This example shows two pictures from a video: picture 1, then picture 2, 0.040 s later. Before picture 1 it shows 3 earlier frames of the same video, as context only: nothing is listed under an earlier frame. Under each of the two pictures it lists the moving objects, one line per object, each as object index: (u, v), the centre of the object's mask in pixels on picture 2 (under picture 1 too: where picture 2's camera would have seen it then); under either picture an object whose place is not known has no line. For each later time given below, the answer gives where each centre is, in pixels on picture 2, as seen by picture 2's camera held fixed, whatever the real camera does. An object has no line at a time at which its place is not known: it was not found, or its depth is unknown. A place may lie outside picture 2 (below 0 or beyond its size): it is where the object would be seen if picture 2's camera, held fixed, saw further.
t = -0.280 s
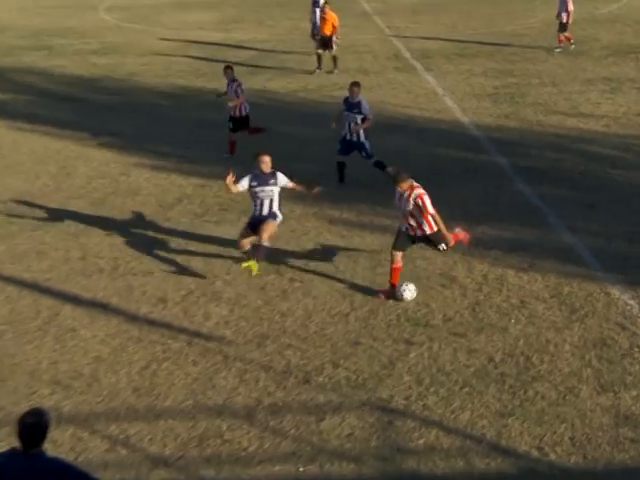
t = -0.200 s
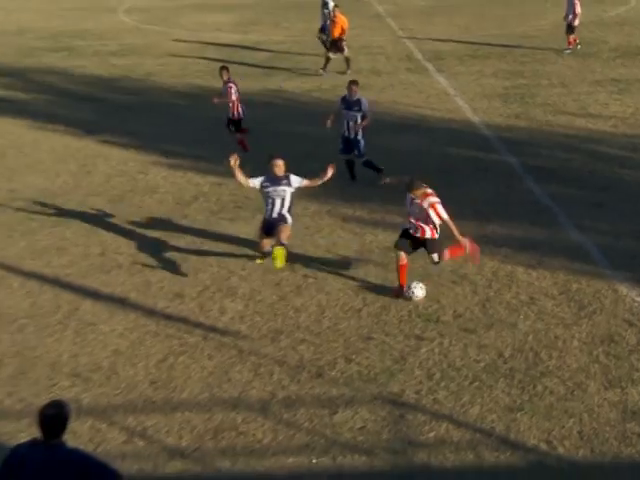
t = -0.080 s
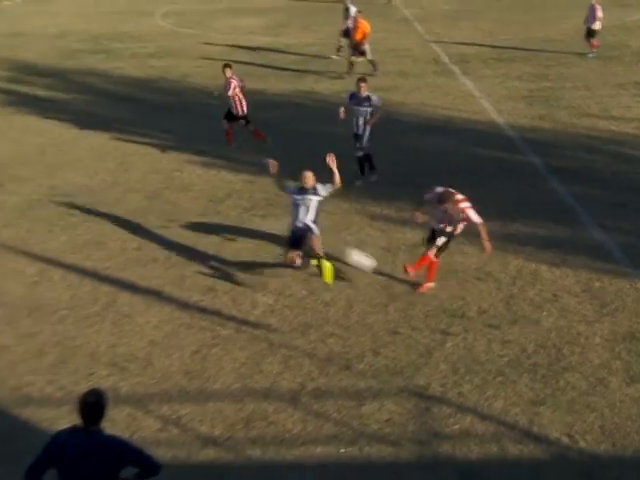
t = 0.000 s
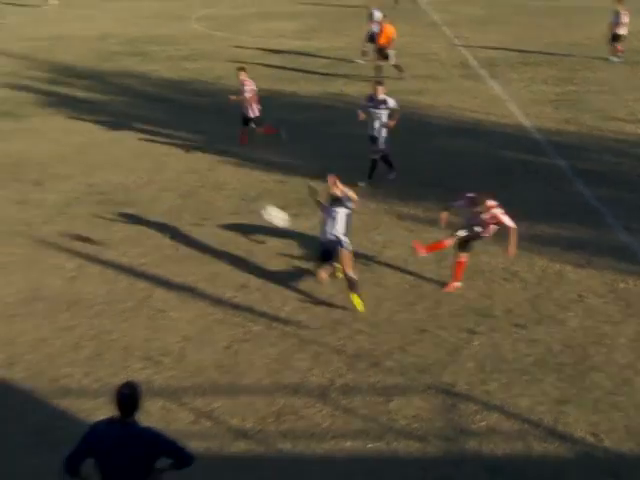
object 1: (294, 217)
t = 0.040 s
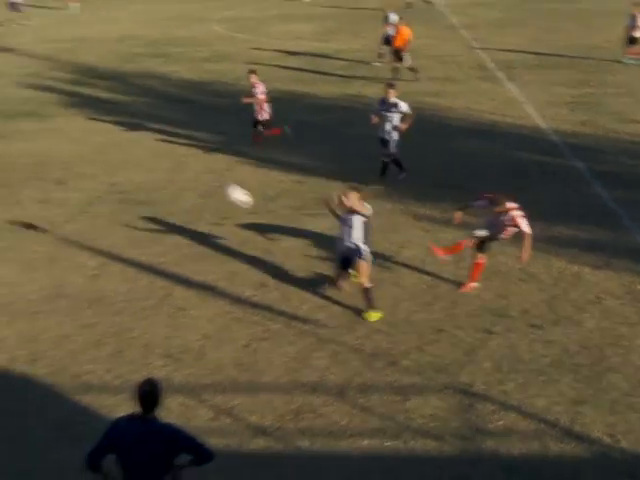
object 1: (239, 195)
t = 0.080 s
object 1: (185, 174)
